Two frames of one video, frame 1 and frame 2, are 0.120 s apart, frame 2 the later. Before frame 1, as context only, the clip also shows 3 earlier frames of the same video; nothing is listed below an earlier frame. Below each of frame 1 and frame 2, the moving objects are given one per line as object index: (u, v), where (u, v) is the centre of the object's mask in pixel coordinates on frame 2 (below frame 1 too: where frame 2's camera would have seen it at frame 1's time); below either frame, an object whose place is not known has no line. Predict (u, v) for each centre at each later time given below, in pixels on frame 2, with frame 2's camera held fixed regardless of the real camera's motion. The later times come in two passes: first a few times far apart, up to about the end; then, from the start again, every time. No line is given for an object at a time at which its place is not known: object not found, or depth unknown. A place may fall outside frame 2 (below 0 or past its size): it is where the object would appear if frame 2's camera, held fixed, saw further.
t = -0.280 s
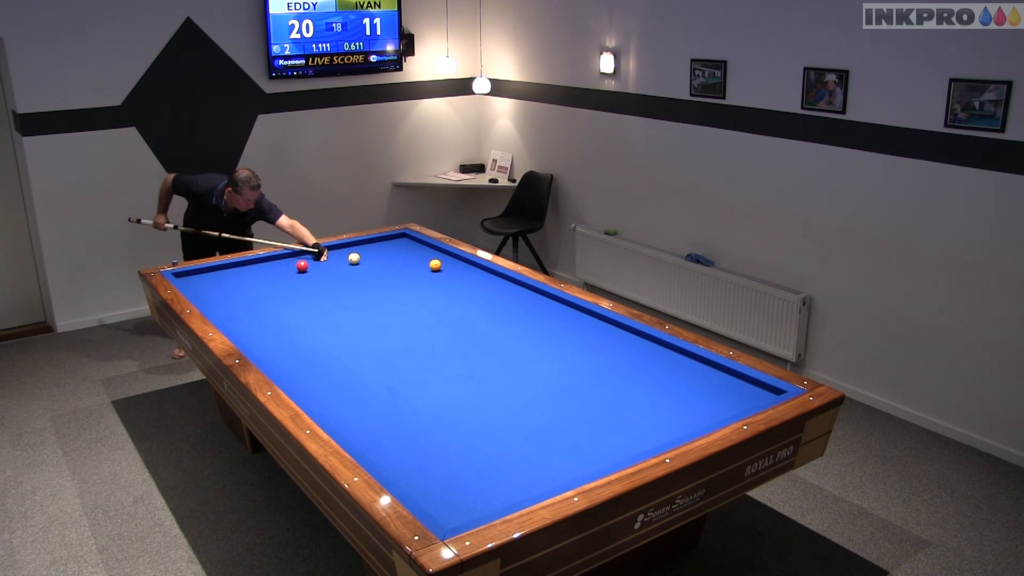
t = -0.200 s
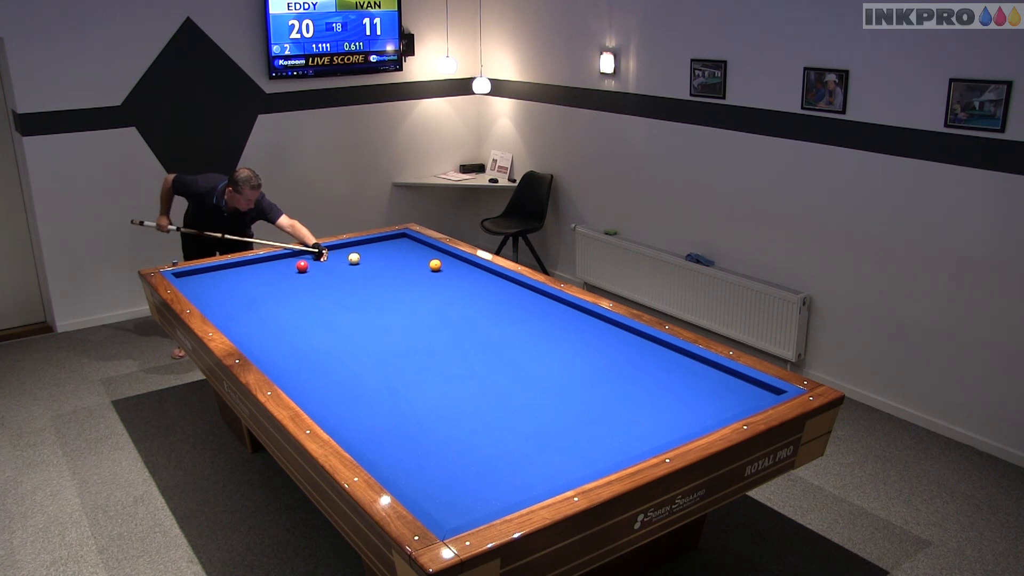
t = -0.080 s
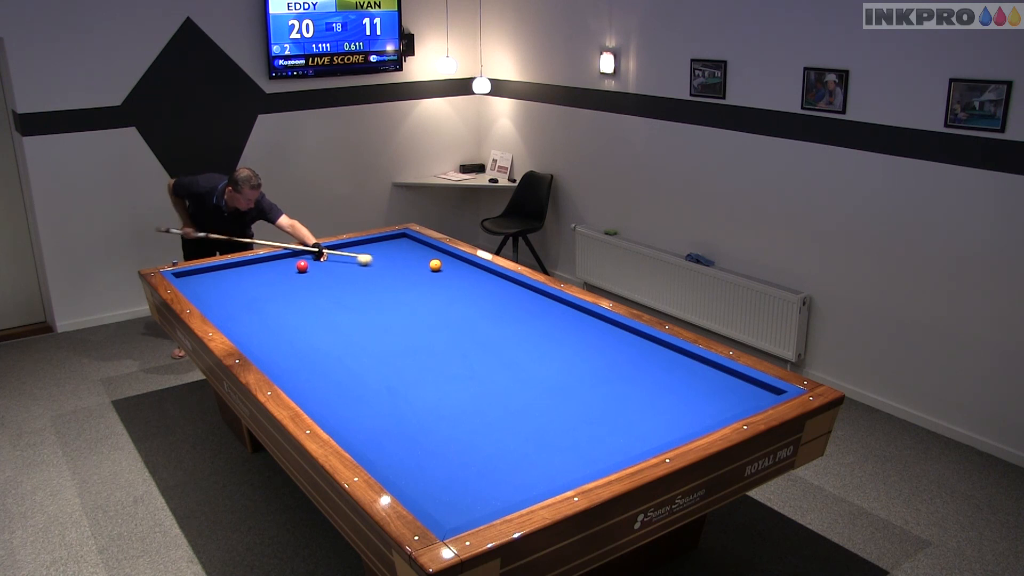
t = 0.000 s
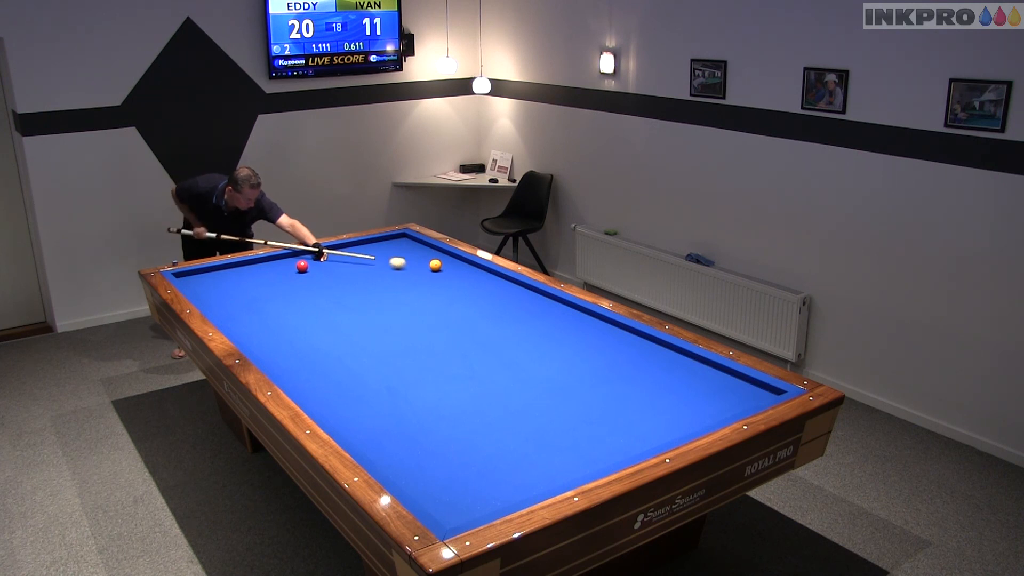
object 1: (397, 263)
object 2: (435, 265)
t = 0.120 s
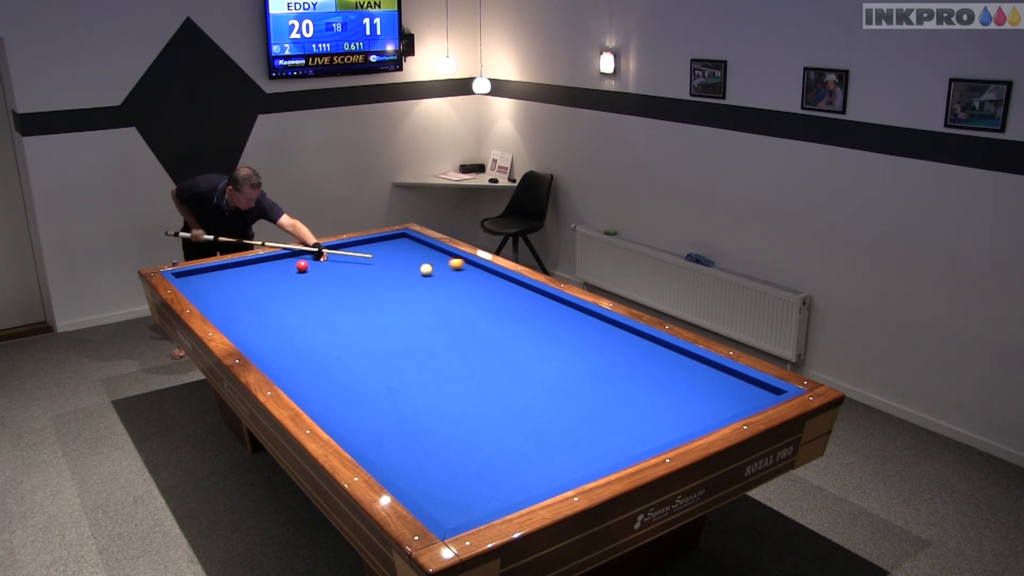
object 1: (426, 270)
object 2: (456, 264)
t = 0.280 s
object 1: (439, 280)
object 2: (455, 271)
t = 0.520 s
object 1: (475, 297)
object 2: (424, 285)
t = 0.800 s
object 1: (525, 320)
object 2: (386, 302)
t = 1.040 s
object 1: (574, 342)
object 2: (350, 318)
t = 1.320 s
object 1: (639, 371)
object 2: (304, 339)
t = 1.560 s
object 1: (703, 400)
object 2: (270, 356)
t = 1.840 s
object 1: (705, 390)
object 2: (311, 351)
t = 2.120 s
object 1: (682, 367)
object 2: (346, 348)
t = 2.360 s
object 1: (666, 350)
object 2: (375, 345)
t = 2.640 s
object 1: (636, 337)
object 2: (408, 342)
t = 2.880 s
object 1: (607, 330)
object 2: (435, 340)
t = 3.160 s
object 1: (575, 322)
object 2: (465, 337)
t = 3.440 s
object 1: (546, 314)
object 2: (494, 334)
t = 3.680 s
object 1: (522, 308)
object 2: (518, 331)
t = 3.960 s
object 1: (496, 301)
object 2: (545, 329)
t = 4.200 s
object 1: (475, 296)
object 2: (567, 326)
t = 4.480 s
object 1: (452, 290)
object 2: (591, 324)
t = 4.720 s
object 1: (434, 285)
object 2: (608, 322)
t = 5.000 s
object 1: (414, 280)
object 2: (601, 327)
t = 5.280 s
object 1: (395, 275)
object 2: (595, 331)
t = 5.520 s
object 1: (380, 271)
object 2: (590, 335)
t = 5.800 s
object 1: (364, 267)
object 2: (584, 339)
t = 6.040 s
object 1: (350, 263)
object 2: (578, 342)
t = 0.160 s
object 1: (428, 273)
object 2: (470, 264)
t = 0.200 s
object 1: (431, 275)
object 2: (467, 266)
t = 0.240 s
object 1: (435, 278)
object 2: (461, 268)
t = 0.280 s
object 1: (439, 280)
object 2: (455, 271)
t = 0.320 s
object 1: (444, 283)
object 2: (450, 273)
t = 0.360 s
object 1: (450, 286)
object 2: (444, 275)
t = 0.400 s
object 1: (456, 289)
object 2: (439, 278)
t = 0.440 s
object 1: (462, 292)
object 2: (434, 280)
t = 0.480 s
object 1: (468, 294)
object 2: (429, 282)
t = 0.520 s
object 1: (475, 297)
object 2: (424, 285)
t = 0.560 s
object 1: (482, 300)
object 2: (419, 287)
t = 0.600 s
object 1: (489, 304)
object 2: (413, 290)
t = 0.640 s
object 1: (495, 307)
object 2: (408, 292)
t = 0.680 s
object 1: (503, 310)
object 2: (402, 295)
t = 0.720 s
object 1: (510, 313)
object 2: (397, 297)
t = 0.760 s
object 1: (518, 317)
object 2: (391, 300)
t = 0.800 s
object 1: (525, 320)
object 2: (386, 302)
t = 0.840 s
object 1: (533, 323)
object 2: (380, 305)
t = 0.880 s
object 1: (541, 327)
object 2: (374, 307)
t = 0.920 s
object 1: (549, 331)
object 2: (368, 310)
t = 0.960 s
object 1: (557, 334)
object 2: (362, 313)
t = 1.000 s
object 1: (565, 338)
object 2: (356, 315)
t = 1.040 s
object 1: (574, 342)
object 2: (350, 318)
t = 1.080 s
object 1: (583, 346)
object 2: (344, 321)
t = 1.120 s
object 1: (591, 350)
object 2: (337, 324)
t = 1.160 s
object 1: (601, 354)
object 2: (331, 327)
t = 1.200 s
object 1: (610, 358)
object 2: (325, 330)
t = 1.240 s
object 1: (620, 362)
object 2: (318, 333)
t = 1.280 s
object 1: (629, 367)
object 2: (311, 336)
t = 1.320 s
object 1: (639, 371)
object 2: (304, 339)
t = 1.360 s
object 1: (649, 376)
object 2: (298, 342)
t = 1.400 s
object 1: (659, 380)
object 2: (291, 345)
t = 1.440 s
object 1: (670, 385)
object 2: (284, 348)
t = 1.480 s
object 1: (681, 390)
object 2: (276, 352)
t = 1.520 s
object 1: (692, 395)
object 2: (269, 355)
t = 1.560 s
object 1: (703, 400)
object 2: (270, 356)
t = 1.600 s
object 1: (715, 405)
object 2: (277, 355)
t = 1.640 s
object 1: (726, 409)
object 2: (284, 354)
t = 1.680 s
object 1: (727, 408)
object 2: (290, 353)
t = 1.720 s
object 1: (721, 404)
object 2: (296, 353)
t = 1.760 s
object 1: (715, 399)
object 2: (301, 352)
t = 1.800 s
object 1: (710, 394)
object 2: (306, 352)
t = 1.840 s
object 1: (705, 390)
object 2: (311, 351)
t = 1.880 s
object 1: (701, 386)
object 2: (316, 351)
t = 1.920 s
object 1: (698, 383)
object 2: (321, 350)
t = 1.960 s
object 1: (695, 380)
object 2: (326, 350)
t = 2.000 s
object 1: (692, 376)
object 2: (331, 349)
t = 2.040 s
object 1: (688, 373)
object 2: (336, 349)
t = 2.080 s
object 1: (685, 370)
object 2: (341, 349)
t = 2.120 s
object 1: (682, 367)
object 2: (346, 348)
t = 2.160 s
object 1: (680, 364)
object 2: (351, 348)
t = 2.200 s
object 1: (677, 361)
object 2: (356, 347)
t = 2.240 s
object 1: (674, 358)
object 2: (361, 347)
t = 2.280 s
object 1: (671, 355)
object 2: (366, 346)
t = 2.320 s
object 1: (668, 353)
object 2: (370, 346)
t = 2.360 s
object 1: (666, 350)
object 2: (375, 345)
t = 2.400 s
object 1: (663, 347)
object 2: (380, 345)
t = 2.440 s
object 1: (661, 344)
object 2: (385, 344)
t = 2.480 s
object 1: (657, 342)
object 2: (389, 344)
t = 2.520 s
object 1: (651, 341)
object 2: (394, 343)
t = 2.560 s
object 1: (646, 340)
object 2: (399, 343)
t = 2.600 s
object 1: (641, 339)
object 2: (403, 342)
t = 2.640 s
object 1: (636, 337)
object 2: (408, 342)
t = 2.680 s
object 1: (631, 336)
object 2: (412, 342)
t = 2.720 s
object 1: (626, 335)
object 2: (417, 341)
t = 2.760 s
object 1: (621, 334)
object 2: (421, 341)
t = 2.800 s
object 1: (617, 332)
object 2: (426, 340)
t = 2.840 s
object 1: (612, 331)
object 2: (430, 340)
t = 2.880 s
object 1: (607, 330)
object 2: (435, 340)
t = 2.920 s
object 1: (602, 329)
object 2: (439, 339)
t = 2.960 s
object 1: (598, 328)
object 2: (444, 339)
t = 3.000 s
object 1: (593, 326)
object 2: (448, 338)
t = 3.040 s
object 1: (588, 325)
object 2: (452, 338)
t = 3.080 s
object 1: (584, 324)
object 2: (456, 337)
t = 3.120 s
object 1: (580, 323)
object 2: (461, 337)
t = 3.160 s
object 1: (575, 322)
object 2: (465, 337)
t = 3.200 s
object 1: (571, 321)
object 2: (469, 336)
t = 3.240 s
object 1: (567, 320)
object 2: (474, 336)
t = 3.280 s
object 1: (562, 318)
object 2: (478, 335)
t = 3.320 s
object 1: (558, 317)
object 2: (482, 335)
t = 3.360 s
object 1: (554, 316)
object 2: (486, 334)
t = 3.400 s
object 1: (550, 315)
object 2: (490, 334)
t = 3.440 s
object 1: (546, 314)
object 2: (494, 334)
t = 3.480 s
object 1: (542, 313)
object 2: (498, 333)
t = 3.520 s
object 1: (538, 312)
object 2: (502, 333)
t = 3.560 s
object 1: (534, 311)
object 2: (506, 332)
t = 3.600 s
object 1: (530, 310)
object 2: (510, 332)
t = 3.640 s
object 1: (526, 309)
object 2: (514, 332)
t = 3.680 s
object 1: (522, 308)
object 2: (518, 331)
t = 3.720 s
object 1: (518, 307)
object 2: (522, 331)
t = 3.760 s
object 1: (514, 306)
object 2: (526, 330)
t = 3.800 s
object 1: (511, 305)
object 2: (530, 330)
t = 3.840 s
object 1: (507, 304)
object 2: (533, 330)
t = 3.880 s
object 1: (503, 303)
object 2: (537, 329)
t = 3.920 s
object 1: (499, 302)
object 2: (541, 329)
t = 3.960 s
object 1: (496, 301)
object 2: (545, 329)
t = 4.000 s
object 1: (492, 300)
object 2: (548, 328)
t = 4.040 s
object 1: (489, 300)
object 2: (552, 328)
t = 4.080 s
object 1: (485, 299)
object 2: (556, 327)
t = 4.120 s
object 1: (482, 298)
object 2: (559, 327)
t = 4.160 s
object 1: (478, 297)
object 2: (563, 327)
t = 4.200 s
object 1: (475, 296)
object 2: (567, 326)
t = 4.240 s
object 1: (472, 295)
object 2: (570, 326)
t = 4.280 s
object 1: (468, 294)
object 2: (574, 326)
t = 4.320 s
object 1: (465, 293)
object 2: (577, 325)
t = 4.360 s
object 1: (462, 293)
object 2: (581, 325)
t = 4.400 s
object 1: (459, 292)
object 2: (584, 325)
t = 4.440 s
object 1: (455, 291)
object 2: (587, 324)
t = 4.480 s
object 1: (452, 290)
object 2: (591, 324)
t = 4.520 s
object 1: (449, 289)
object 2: (594, 323)
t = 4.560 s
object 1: (446, 289)
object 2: (598, 323)
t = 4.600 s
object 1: (443, 288)
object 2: (601, 323)
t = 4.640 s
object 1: (440, 287)
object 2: (605, 322)
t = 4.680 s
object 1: (437, 286)
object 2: (608, 322)
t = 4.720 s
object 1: (434, 285)
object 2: (608, 322)
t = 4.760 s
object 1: (431, 285)
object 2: (607, 323)
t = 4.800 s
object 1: (428, 284)
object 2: (606, 324)
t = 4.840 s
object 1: (425, 283)
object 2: (605, 324)
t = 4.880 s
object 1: (422, 282)
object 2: (604, 325)
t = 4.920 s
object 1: (420, 282)
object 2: (603, 326)
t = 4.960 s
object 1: (417, 281)
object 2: (602, 326)
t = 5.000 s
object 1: (414, 280)
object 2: (601, 327)
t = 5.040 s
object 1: (411, 279)
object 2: (600, 328)
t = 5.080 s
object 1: (408, 279)
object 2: (600, 328)
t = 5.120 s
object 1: (406, 278)
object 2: (599, 329)
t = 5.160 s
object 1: (403, 277)
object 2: (598, 329)
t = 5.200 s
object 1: (400, 277)
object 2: (597, 330)
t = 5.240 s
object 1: (398, 276)
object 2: (596, 331)
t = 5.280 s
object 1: (395, 275)
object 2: (595, 331)
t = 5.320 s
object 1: (393, 274)
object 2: (594, 332)
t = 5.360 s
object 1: (390, 274)
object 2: (593, 333)
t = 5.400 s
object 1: (388, 273)
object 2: (592, 333)
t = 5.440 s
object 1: (385, 272)
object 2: (592, 334)
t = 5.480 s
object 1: (383, 272)
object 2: (591, 334)
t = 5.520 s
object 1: (380, 271)
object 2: (590, 335)
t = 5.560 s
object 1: (378, 271)
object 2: (589, 335)
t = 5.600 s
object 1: (375, 270)
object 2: (588, 336)
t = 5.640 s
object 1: (373, 269)
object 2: (587, 337)
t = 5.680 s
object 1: (371, 269)
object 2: (586, 337)
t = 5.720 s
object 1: (368, 268)
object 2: (585, 338)
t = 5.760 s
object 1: (366, 268)
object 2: (585, 338)
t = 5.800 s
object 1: (364, 267)
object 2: (584, 339)
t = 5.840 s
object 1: (361, 266)
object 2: (583, 339)
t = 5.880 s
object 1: (359, 266)
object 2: (582, 340)
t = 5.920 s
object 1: (357, 265)
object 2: (581, 340)
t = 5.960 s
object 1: (355, 264)
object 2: (580, 341)
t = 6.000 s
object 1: (353, 264)
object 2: (579, 341)
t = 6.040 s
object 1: (350, 263)
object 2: (578, 342)
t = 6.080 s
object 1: (348, 263)
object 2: (578, 343)
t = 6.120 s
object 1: (346, 262)
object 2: (577, 343)
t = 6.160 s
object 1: (344, 262)
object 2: (576, 344)
